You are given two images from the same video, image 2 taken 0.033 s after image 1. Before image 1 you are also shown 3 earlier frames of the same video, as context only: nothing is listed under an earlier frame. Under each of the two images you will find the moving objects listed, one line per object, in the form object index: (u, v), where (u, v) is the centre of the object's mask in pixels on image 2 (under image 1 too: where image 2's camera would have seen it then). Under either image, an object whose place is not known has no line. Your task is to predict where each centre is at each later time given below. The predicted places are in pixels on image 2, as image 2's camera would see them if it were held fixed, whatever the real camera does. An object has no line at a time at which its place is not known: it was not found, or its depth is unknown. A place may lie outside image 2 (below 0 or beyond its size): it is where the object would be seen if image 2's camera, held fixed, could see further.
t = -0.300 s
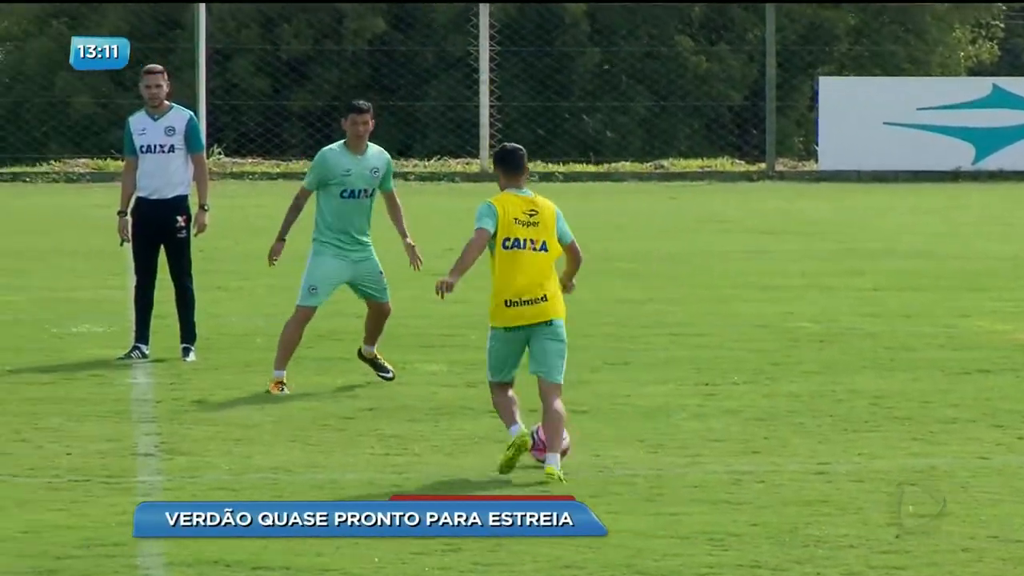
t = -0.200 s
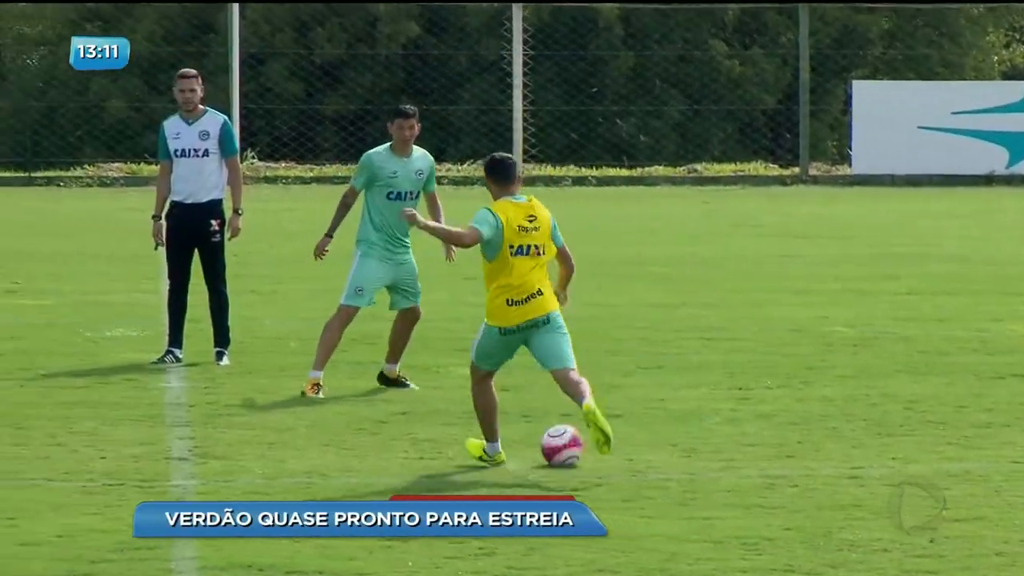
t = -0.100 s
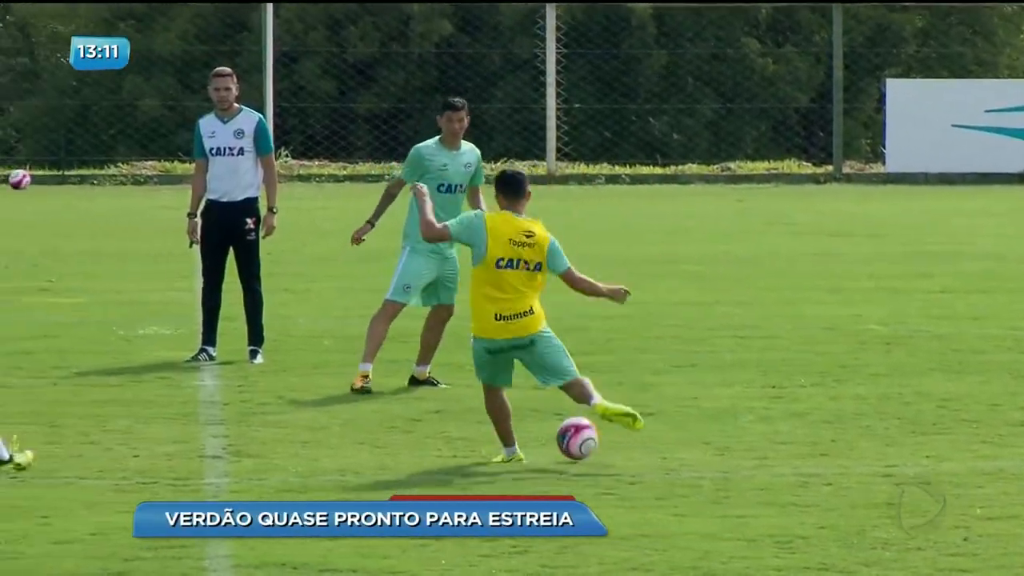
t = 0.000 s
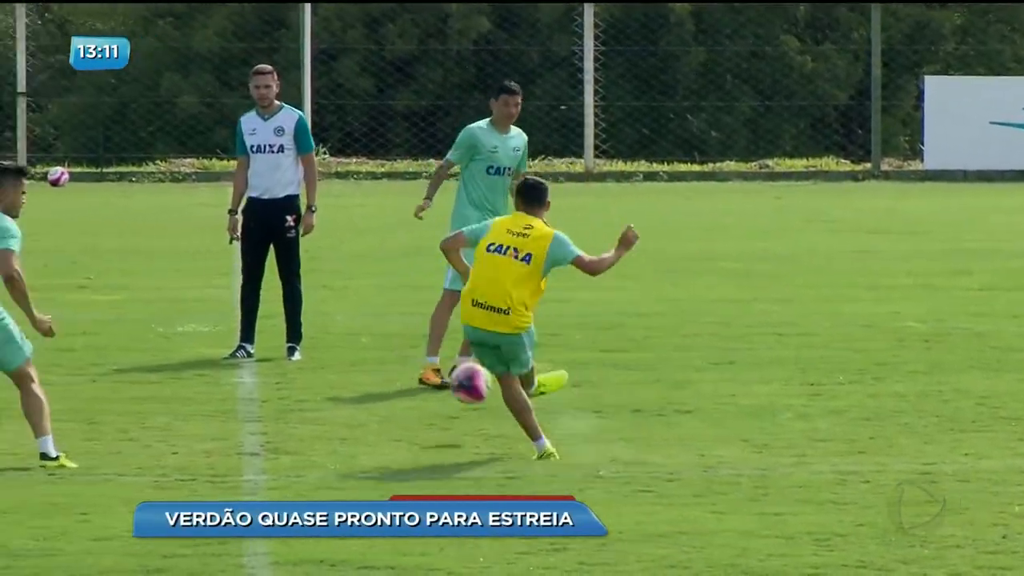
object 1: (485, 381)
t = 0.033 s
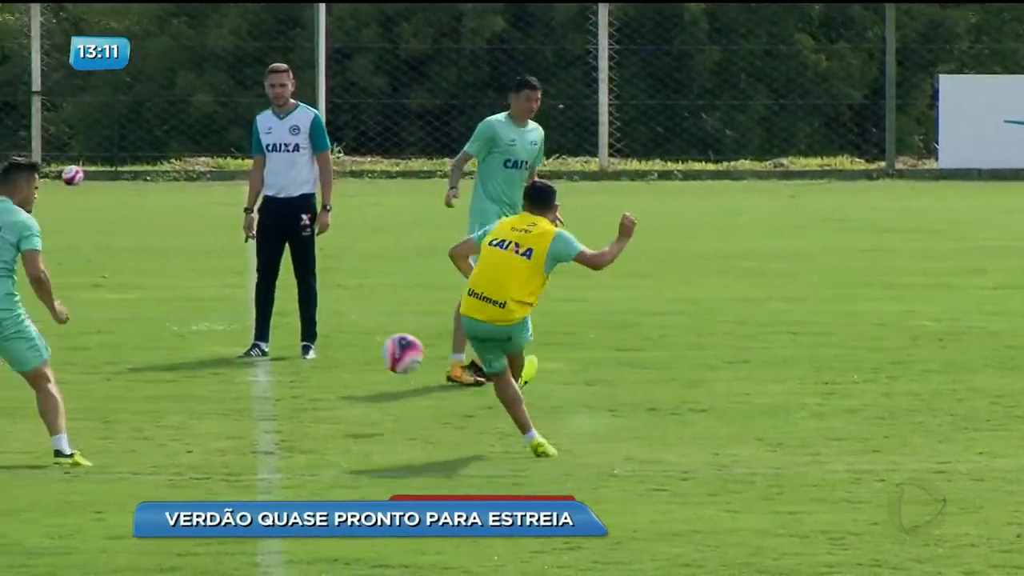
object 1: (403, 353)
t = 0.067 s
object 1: (323, 329)
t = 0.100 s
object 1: (246, 310)
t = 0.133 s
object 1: (170, 294)
